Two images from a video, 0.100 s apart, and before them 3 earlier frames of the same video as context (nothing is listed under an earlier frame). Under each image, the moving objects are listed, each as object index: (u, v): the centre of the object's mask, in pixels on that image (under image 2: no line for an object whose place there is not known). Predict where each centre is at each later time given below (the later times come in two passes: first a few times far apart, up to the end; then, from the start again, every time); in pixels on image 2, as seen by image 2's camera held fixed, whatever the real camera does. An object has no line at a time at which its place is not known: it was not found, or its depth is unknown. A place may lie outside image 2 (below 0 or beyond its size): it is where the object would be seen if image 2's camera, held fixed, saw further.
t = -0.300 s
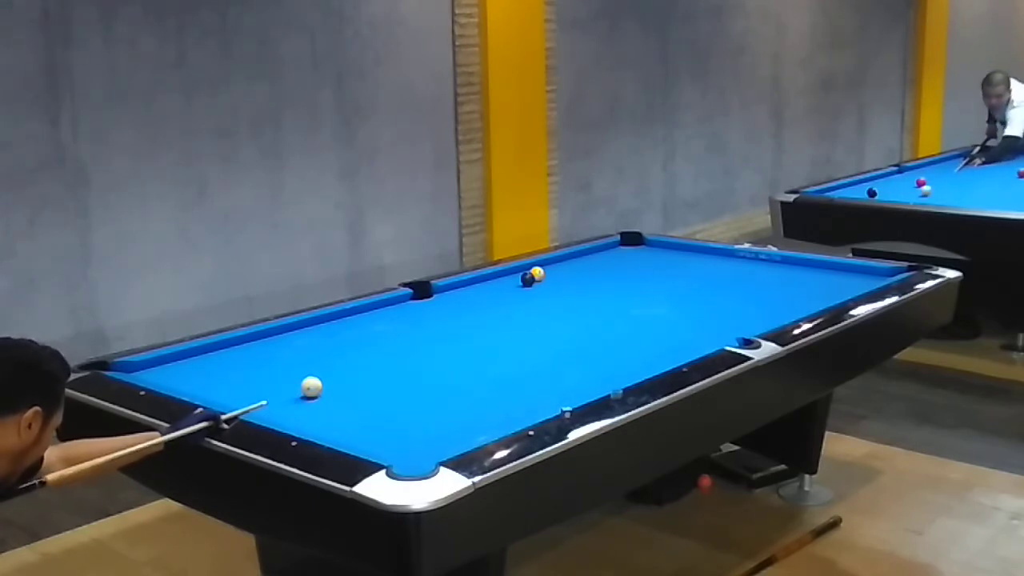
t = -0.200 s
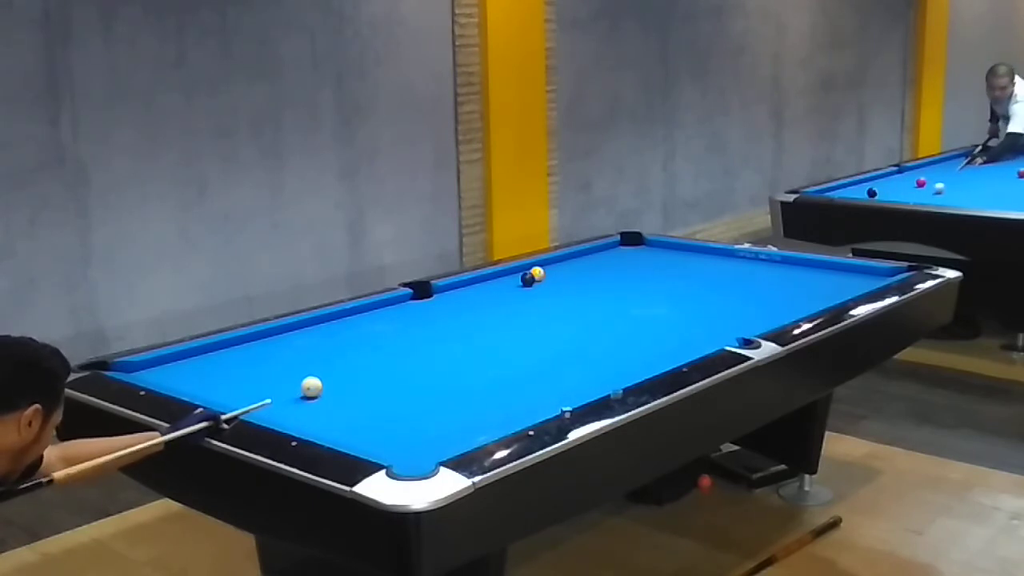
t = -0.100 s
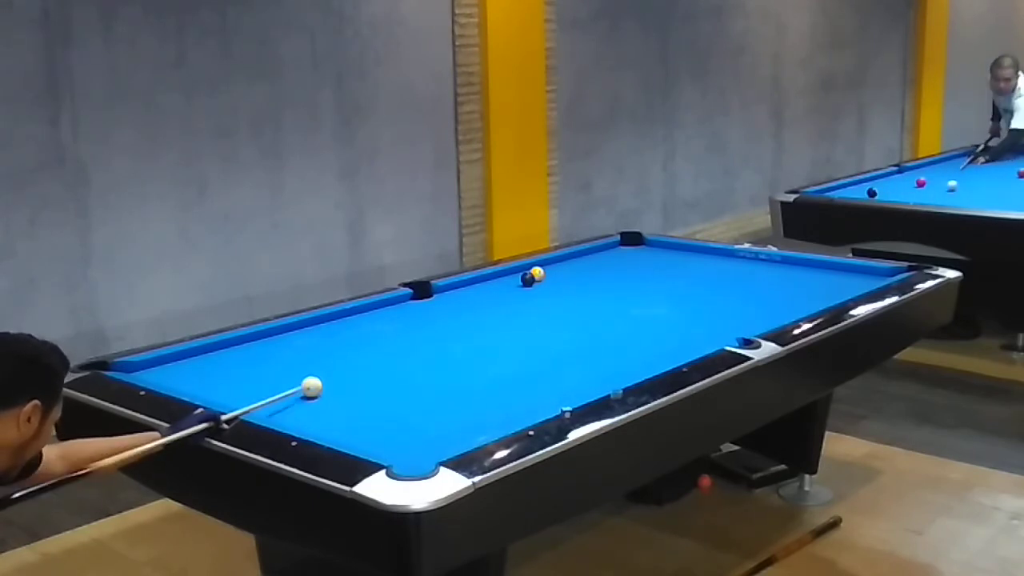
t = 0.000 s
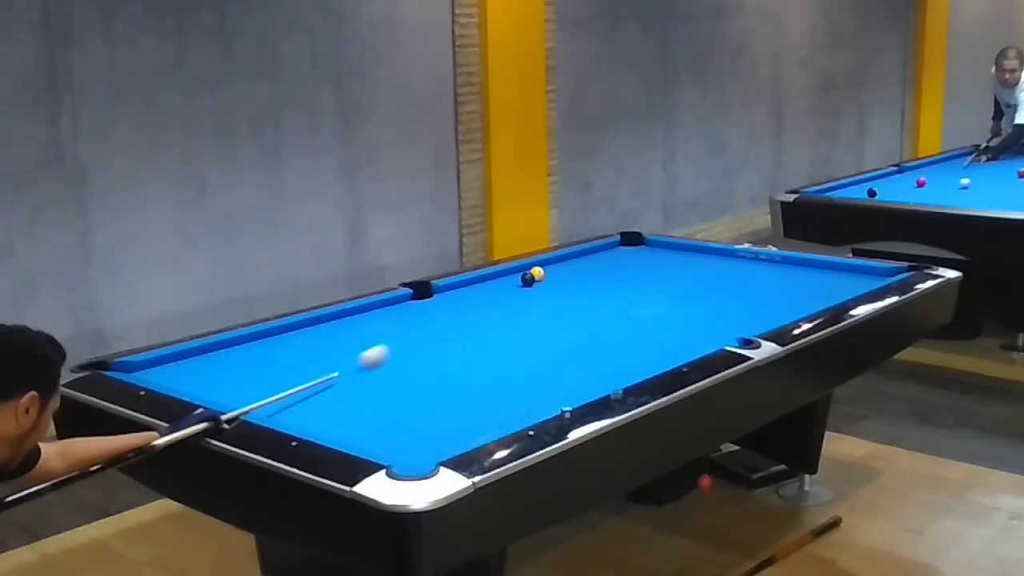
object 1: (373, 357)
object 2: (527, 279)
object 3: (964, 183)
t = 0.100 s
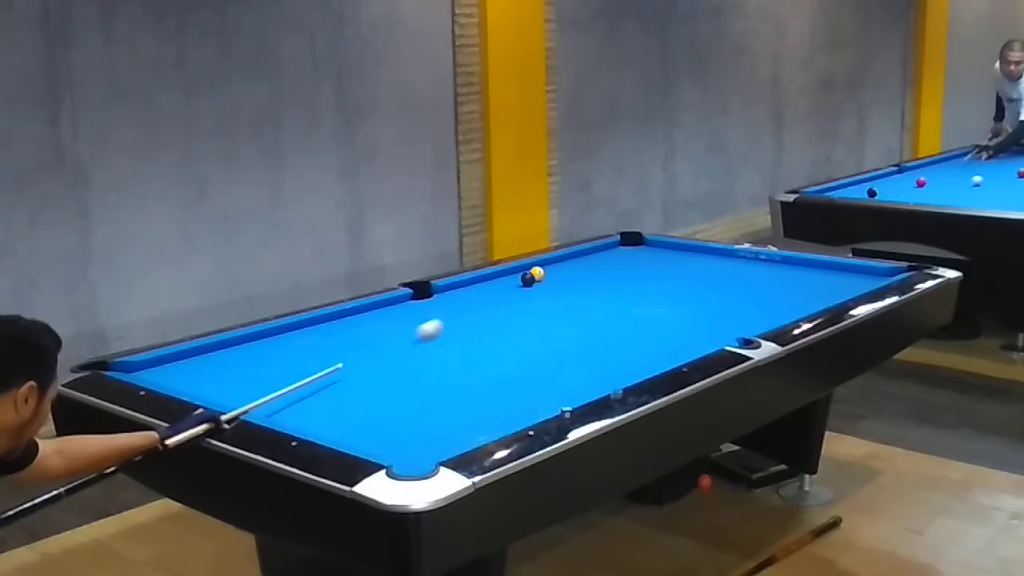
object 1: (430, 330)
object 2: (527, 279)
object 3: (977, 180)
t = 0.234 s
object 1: (487, 302)
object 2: (527, 279)
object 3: (993, 178)
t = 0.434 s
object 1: (558, 280)
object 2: (509, 275)
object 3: (1015, 173)
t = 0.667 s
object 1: (635, 270)
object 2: (532, 278)
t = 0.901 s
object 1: (706, 259)
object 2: (564, 284)
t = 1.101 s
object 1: (736, 256)
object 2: (592, 289)
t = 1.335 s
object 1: (720, 264)
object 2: (625, 296)
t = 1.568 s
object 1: (704, 271)
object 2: (659, 301)
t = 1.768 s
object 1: (691, 277)
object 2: (689, 307)
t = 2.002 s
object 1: (675, 285)
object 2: (725, 313)
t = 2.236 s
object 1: (659, 292)
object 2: (761, 319)
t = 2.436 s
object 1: (645, 299)
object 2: (764, 319)
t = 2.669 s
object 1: (628, 306)
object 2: (745, 317)
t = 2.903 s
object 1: (612, 314)
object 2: (726, 314)
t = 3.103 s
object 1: (597, 321)
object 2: (712, 312)
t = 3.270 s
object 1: (585, 326)
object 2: (700, 310)
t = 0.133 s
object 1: (446, 322)
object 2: (527, 279)
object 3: (981, 180)
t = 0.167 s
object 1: (460, 315)
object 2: (527, 279)
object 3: (984, 179)
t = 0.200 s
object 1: (474, 309)
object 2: (527, 279)
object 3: (988, 178)
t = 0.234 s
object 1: (487, 302)
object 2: (527, 279)
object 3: (993, 178)
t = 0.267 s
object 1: (500, 296)
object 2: (527, 279)
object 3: (996, 177)
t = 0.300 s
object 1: (511, 290)
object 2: (527, 279)
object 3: (1000, 176)
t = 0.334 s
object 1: (522, 285)
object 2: (528, 275)
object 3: (1004, 175)
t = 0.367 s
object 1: (533, 281)
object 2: (524, 274)
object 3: (1008, 175)
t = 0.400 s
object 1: (546, 281)
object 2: (518, 275)
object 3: (1012, 174)
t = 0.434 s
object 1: (558, 280)
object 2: (509, 275)
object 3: (1015, 173)
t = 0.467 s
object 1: (569, 279)
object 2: (504, 274)
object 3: (1016, 173)
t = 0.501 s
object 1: (580, 278)
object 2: (509, 274)
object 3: (1016, 173)
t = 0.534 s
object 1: (592, 277)
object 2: (514, 276)
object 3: (1016, 173)
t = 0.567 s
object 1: (603, 275)
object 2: (519, 277)
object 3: (1017, 172)
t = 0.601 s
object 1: (614, 274)
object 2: (523, 277)
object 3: (1017, 172)
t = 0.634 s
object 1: (624, 272)
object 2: (528, 277)
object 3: (1018, 172)
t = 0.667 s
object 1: (635, 270)
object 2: (532, 278)
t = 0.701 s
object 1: (645, 269)
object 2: (536, 280)
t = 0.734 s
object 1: (656, 267)
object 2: (541, 281)
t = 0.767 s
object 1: (666, 265)
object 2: (546, 281)
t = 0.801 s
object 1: (676, 264)
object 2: (550, 282)
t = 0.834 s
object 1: (686, 262)
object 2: (554, 283)
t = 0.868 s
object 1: (696, 261)
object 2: (559, 284)
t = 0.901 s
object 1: (706, 259)
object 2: (564, 284)
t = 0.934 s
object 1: (716, 258)
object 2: (569, 285)
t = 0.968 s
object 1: (725, 256)
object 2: (573, 286)
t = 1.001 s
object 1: (734, 254)
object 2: (578, 287)
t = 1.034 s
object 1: (742, 253)
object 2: (582, 288)
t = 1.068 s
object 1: (739, 255)
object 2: (587, 289)
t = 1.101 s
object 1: (736, 256)
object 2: (592, 289)
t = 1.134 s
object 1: (733, 257)
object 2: (596, 291)
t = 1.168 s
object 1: (730, 259)
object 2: (602, 291)
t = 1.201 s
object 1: (728, 260)
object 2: (606, 292)
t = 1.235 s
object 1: (726, 261)
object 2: (610, 293)
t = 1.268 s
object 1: (724, 262)
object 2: (615, 294)
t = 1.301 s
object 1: (722, 263)
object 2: (620, 294)
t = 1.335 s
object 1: (720, 264)
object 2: (625, 296)
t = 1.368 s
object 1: (717, 265)
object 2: (630, 296)
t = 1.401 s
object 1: (715, 266)
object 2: (635, 297)
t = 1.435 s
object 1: (713, 267)
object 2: (640, 298)
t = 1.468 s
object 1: (711, 268)
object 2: (644, 299)
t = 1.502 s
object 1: (709, 269)
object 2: (649, 300)
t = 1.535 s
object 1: (706, 270)
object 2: (654, 301)
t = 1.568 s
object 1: (704, 271)
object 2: (659, 301)
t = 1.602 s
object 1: (702, 272)
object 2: (664, 302)
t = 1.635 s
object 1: (700, 273)
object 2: (669, 303)
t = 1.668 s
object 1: (698, 274)
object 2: (674, 304)
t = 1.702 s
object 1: (696, 275)
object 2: (679, 305)
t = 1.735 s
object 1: (693, 276)
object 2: (684, 306)
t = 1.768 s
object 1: (691, 277)
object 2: (689, 307)
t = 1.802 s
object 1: (689, 278)
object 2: (694, 308)
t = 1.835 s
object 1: (686, 279)
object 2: (699, 309)
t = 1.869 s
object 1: (684, 281)
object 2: (704, 309)
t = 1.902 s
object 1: (682, 281)
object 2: (709, 311)
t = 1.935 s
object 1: (680, 282)
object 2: (715, 312)
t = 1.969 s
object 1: (677, 284)
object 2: (719, 312)
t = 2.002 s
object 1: (675, 285)
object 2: (725, 313)
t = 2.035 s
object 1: (673, 286)
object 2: (730, 315)
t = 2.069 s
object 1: (670, 287)
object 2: (735, 315)
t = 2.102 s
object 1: (668, 288)
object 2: (740, 316)
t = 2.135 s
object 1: (666, 289)
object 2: (745, 317)
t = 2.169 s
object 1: (663, 290)
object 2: (751, 318)
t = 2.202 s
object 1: (661, 291)
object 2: (755, 319)
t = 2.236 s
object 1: (659, 292)
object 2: (761, 319)
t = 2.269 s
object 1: (656, 293)
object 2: (766, 319)
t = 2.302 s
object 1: (654, 294)
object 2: (771, 318)
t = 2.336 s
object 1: (652, 295)
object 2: (773, 318)
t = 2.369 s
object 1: (649, 296)
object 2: (770, 318)
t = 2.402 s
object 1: (647, 297)
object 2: (767, 318)
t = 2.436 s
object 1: (645, 299)
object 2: (764, 319)
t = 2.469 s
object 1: (642, 299)
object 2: (761, 319)
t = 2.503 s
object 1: (640, 301)
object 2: (758, 319)
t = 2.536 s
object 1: (637, 302)
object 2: (755, 319)
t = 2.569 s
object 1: (635, 303)
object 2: (752, 318)
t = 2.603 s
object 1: (633, 304)
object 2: (750, 318)
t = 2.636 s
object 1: (631, 305)
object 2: (747, 317)
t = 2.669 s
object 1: (628, 306)
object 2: (745, 317)
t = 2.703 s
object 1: (626, 307)
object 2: (742, 317)
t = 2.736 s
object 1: (623, 308)
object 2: (739, 316)
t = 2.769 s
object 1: (621, 309)
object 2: (736, 316)
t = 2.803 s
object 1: (619, 310)
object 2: (734, 315)
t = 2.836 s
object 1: (616, 312)
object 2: (731, 315)
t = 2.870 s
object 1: (614, 313)
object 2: (728, 315)
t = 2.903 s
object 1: (612, 314)
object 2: (726, 314)
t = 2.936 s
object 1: (609, 315)
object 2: (724, 314)
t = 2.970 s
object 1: (607, 316)
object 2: (721, 313)
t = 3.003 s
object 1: (604, 317)
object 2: (718, 313)
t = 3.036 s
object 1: (602, 318)
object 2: (716, 312)
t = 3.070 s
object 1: (600, 319)
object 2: (714, 312)
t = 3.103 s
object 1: (597, 321)
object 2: (712, 312)
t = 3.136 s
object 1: (595, 322)
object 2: (709, 311)
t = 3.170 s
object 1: (592, 323)
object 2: (707, 311)
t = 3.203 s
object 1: (590, 324)
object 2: (704, 311)
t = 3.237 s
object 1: (588, 325)
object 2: (702, 310)
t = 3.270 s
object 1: (585, 326)
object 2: (700, 310)
